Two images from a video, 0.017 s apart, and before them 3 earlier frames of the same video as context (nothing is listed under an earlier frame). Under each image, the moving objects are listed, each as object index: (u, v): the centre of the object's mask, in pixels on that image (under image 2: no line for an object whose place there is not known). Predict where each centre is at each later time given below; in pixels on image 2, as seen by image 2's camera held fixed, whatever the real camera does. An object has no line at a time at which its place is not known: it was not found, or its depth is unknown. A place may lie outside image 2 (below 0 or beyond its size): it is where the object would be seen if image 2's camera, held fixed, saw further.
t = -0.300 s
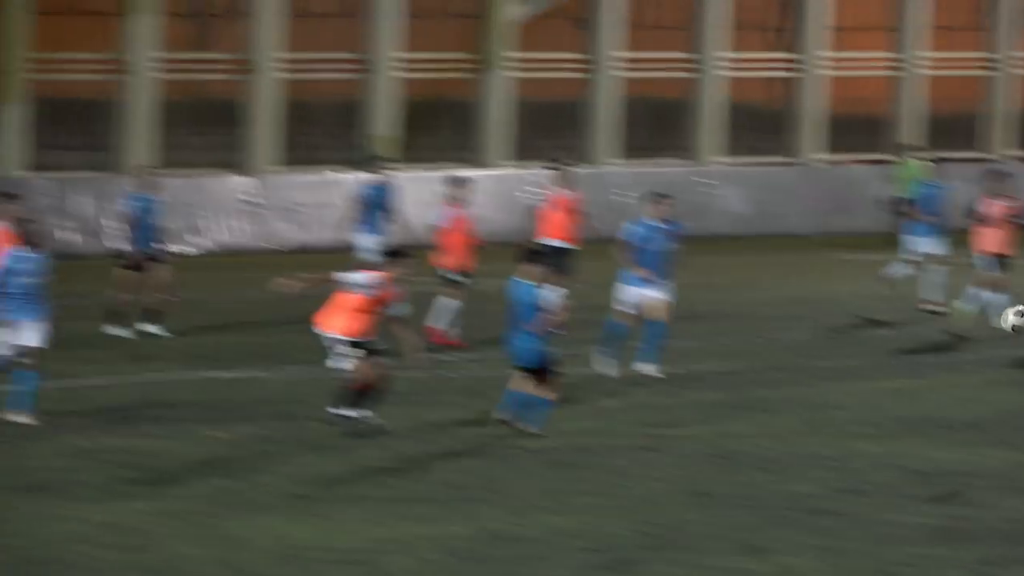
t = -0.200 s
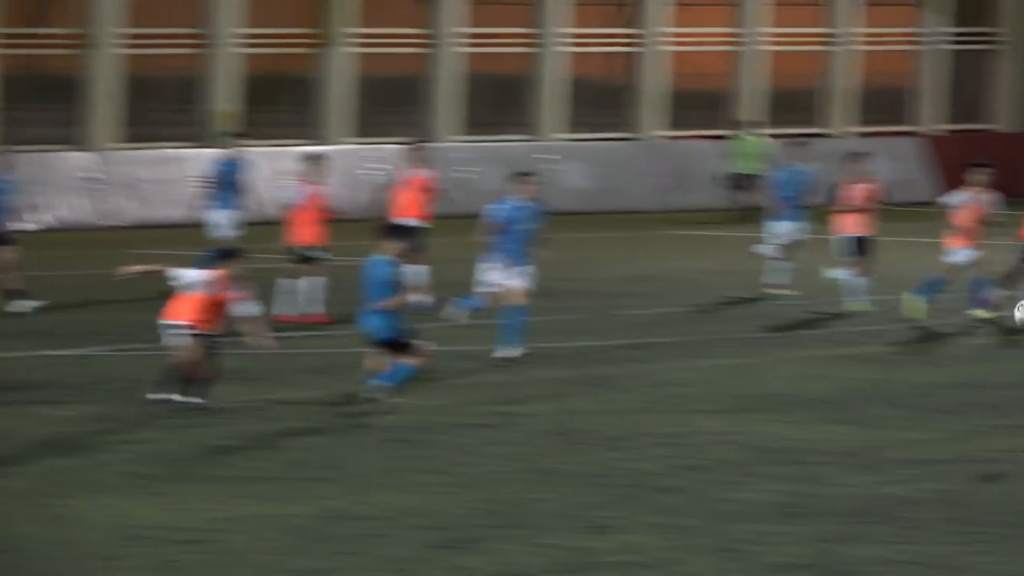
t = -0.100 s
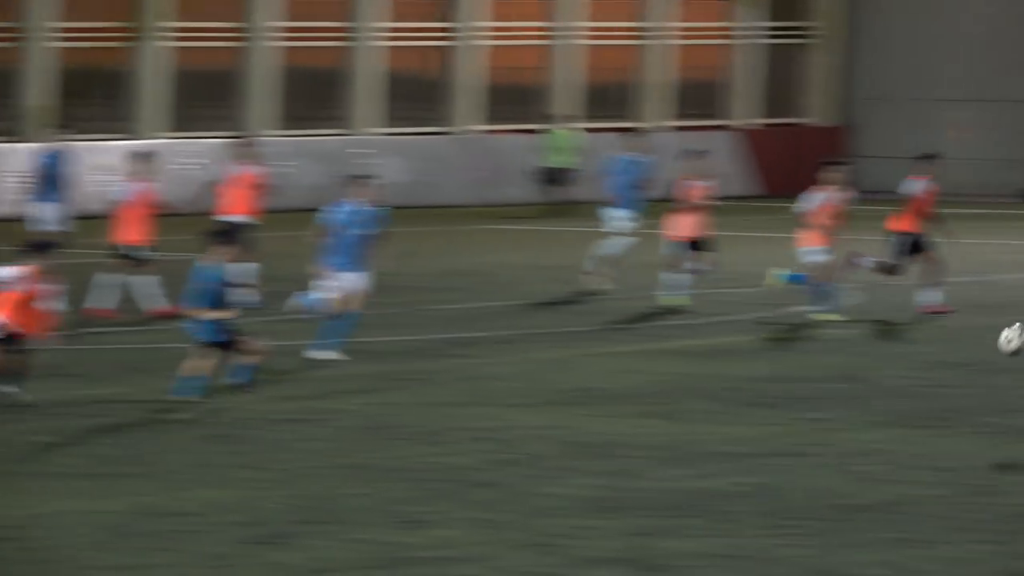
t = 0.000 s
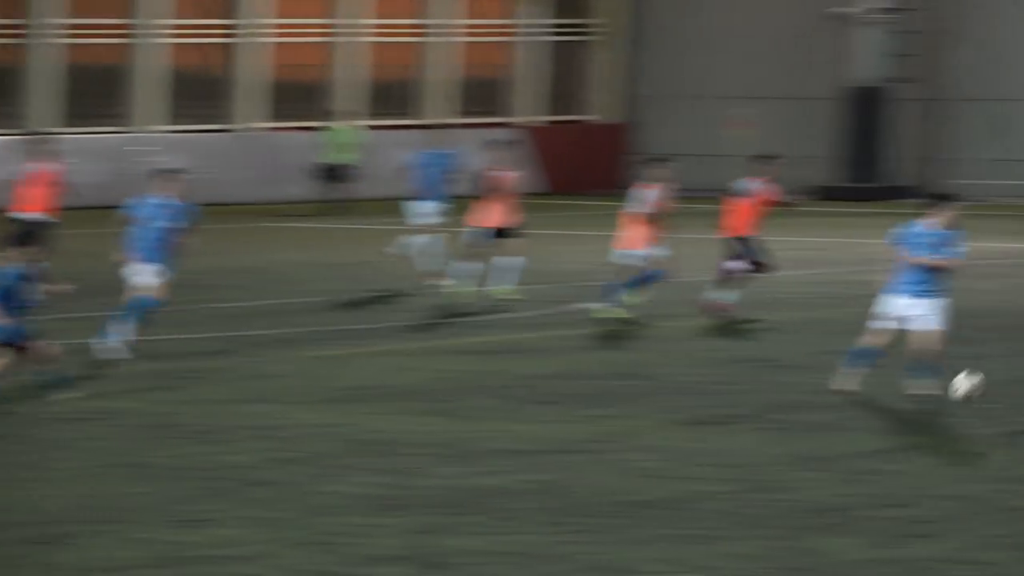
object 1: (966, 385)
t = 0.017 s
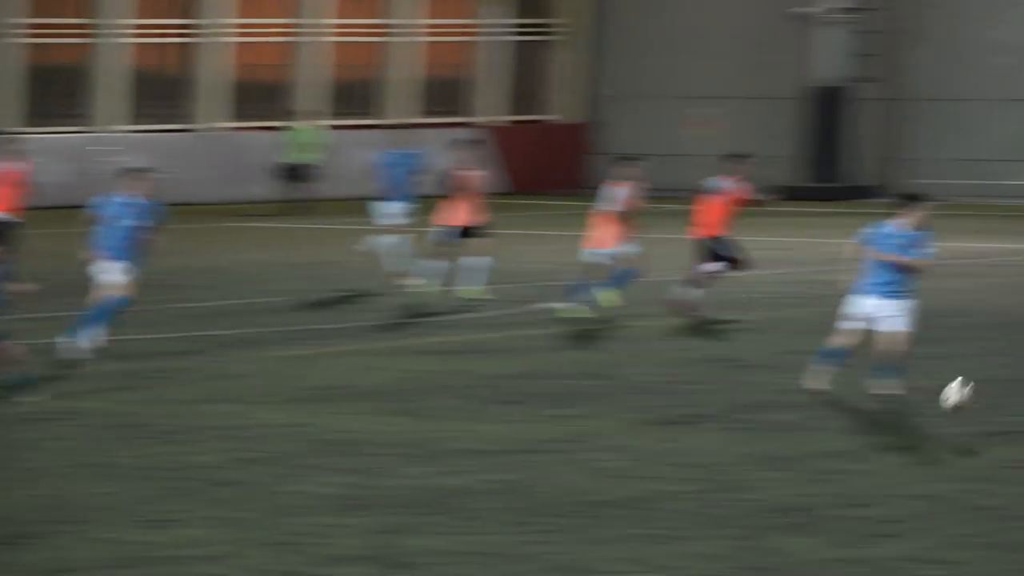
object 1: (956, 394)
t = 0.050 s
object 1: (1016, 418)
